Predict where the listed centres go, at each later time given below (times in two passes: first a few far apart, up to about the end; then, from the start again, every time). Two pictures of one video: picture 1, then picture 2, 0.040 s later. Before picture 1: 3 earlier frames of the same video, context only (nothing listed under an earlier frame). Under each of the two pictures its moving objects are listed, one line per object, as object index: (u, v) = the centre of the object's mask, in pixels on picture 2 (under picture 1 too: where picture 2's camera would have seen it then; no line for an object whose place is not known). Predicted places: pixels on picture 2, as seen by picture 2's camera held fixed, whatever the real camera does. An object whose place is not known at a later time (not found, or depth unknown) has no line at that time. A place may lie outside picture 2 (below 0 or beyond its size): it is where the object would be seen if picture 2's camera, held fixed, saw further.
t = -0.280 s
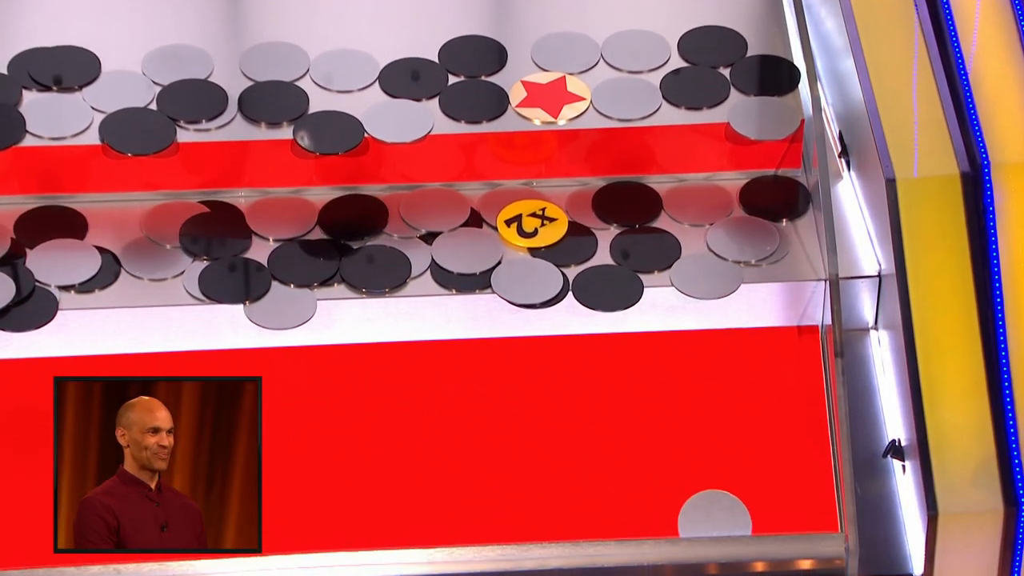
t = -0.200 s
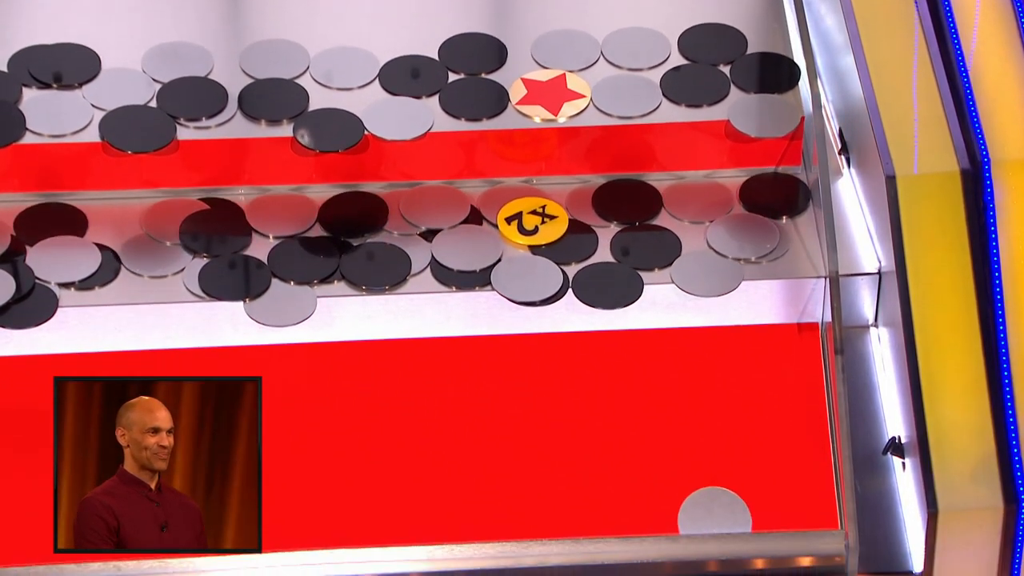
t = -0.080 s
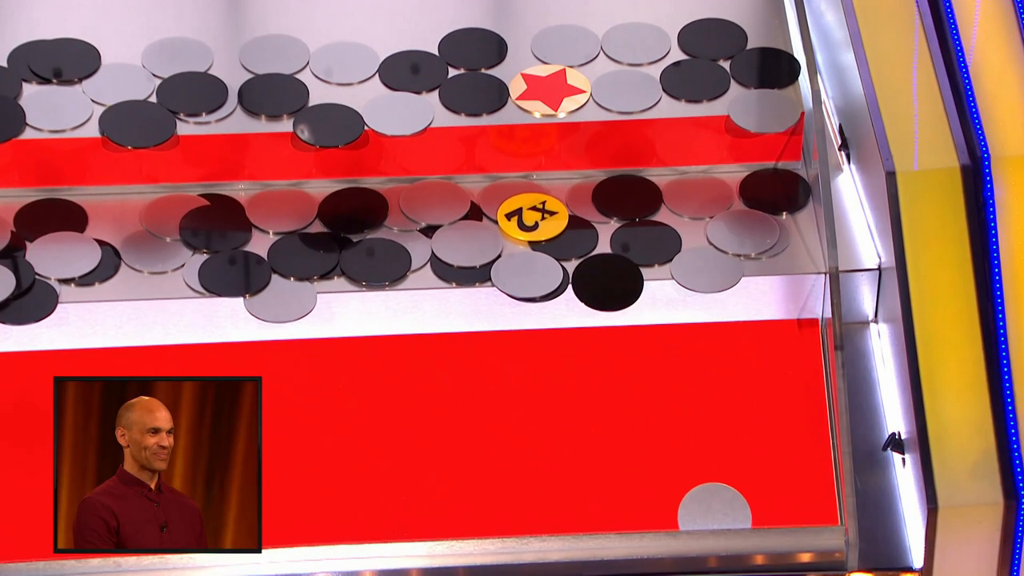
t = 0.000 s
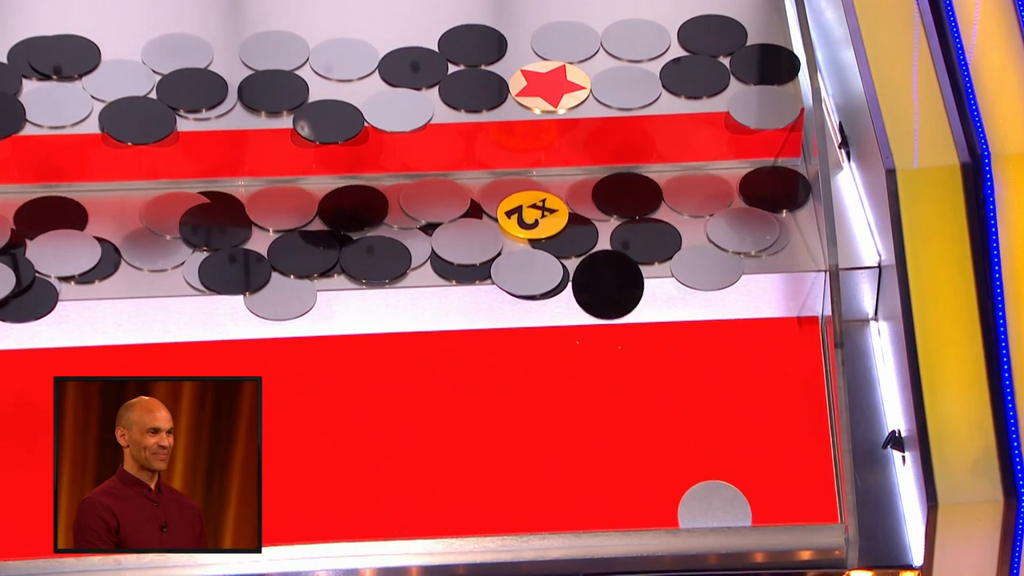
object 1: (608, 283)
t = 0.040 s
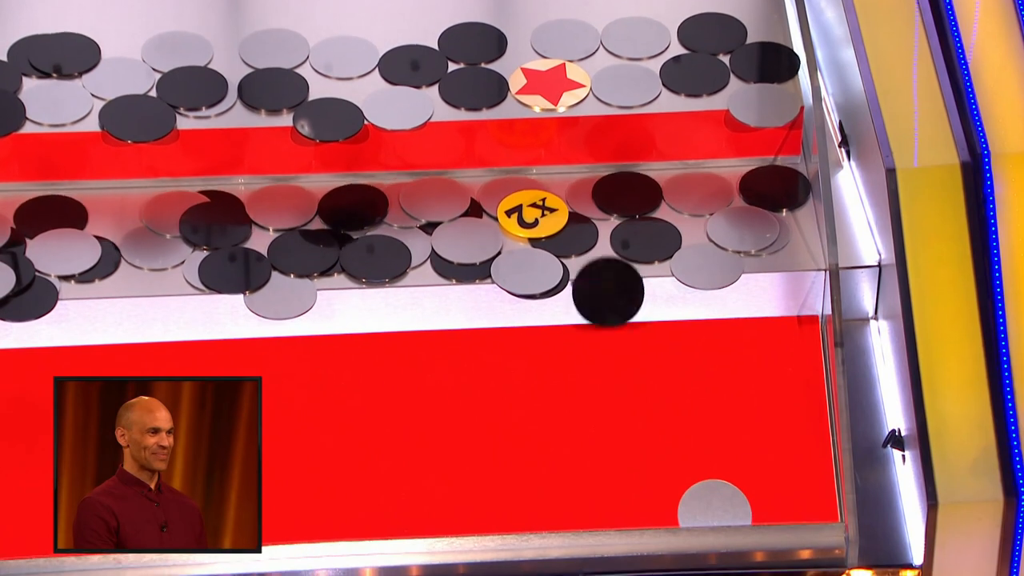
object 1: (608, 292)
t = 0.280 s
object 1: (615, 421)
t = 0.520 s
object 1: (631, 508)
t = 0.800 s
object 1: (632, 508)
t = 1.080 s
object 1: (632, 508)
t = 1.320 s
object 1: (632, 508)
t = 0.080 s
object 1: (607, 305)
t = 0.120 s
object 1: (608, 321)
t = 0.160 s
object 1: (609, 342)
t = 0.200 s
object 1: (610, 368)
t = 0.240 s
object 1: (613, 393)
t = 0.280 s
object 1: (615, 421)
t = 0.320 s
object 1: (618, 454)
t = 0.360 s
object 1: (621, 488)
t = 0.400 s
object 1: (624, 508)
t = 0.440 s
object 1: (627, 507)
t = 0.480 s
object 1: (629, 508)
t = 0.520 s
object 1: (631, 508)
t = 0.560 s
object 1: (631, 508)
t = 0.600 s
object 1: (632, 508)
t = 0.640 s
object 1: (631, 508)
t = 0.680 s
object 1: (632, 508)
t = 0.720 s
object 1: (631, 508)
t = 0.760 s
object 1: (632, 508)
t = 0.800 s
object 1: (632, 508)
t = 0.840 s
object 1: (632, 508)
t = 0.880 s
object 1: (632, 508)
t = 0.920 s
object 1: (632, 508)
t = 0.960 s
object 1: (632, 508)
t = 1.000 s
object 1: (632, 508)
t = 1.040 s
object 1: (632, 508)
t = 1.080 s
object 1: (632, 508)
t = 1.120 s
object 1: (632, 508)
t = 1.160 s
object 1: (632, 508)
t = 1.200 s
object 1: (632, 508)
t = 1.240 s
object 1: (632, 508)
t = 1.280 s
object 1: (632, 508)
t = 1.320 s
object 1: (632, 508)
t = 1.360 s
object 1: (632, 508)
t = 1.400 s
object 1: (632, 508)
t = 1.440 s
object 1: (631, 508)
